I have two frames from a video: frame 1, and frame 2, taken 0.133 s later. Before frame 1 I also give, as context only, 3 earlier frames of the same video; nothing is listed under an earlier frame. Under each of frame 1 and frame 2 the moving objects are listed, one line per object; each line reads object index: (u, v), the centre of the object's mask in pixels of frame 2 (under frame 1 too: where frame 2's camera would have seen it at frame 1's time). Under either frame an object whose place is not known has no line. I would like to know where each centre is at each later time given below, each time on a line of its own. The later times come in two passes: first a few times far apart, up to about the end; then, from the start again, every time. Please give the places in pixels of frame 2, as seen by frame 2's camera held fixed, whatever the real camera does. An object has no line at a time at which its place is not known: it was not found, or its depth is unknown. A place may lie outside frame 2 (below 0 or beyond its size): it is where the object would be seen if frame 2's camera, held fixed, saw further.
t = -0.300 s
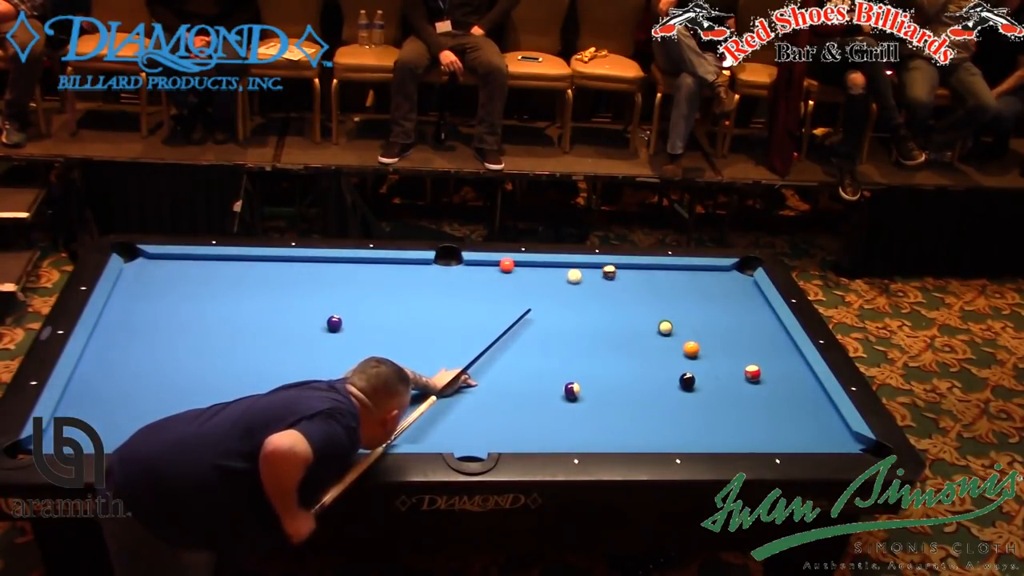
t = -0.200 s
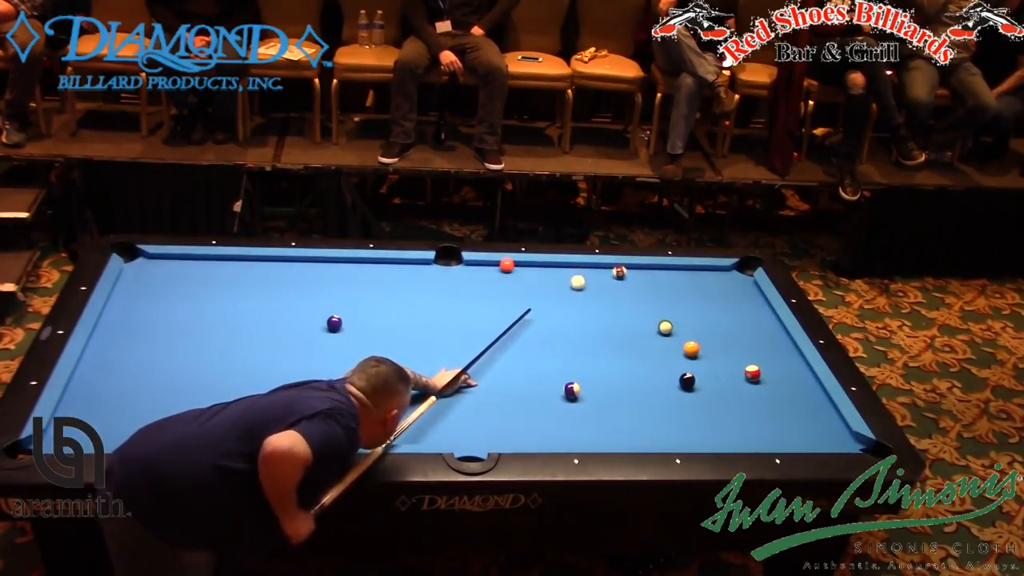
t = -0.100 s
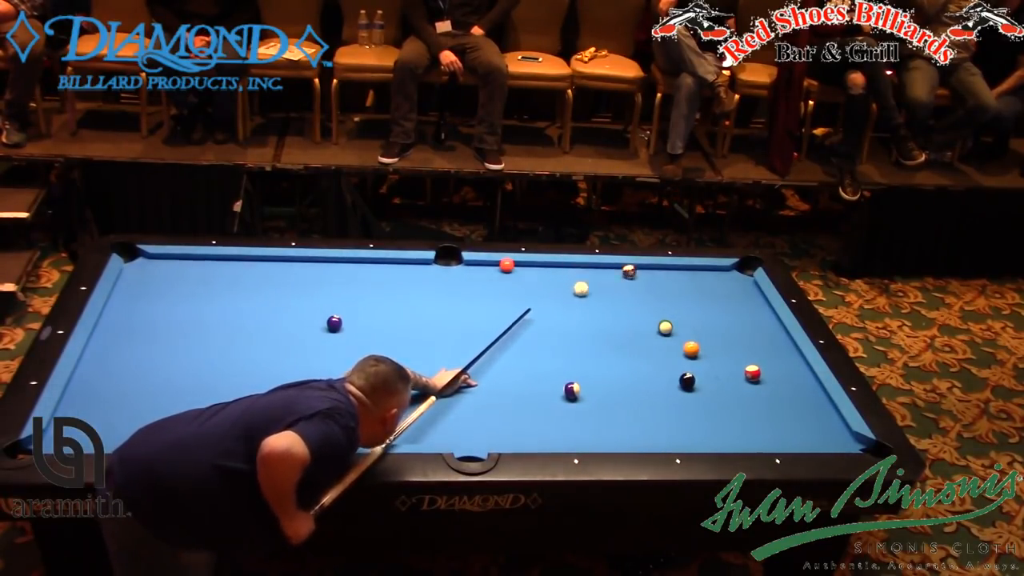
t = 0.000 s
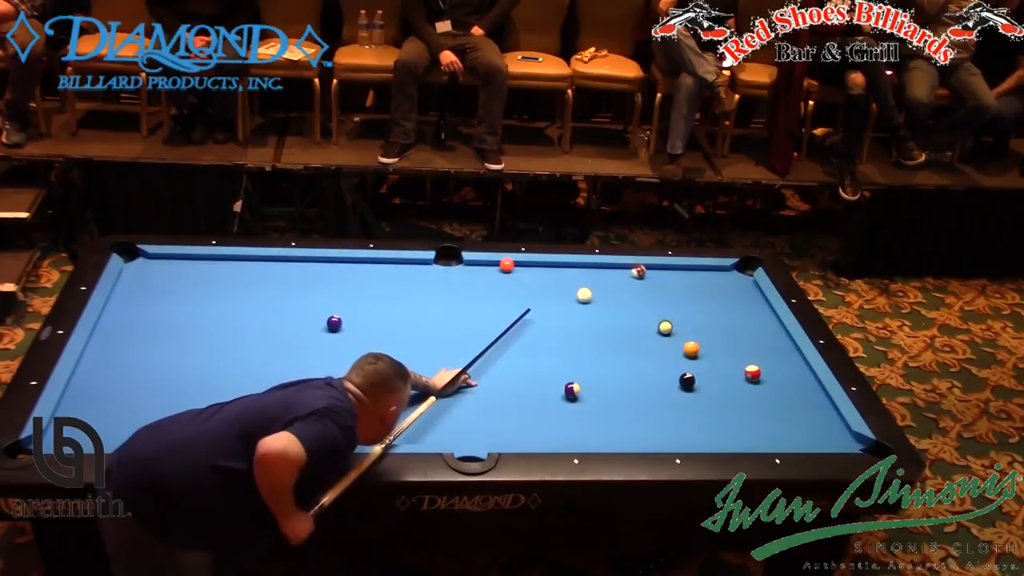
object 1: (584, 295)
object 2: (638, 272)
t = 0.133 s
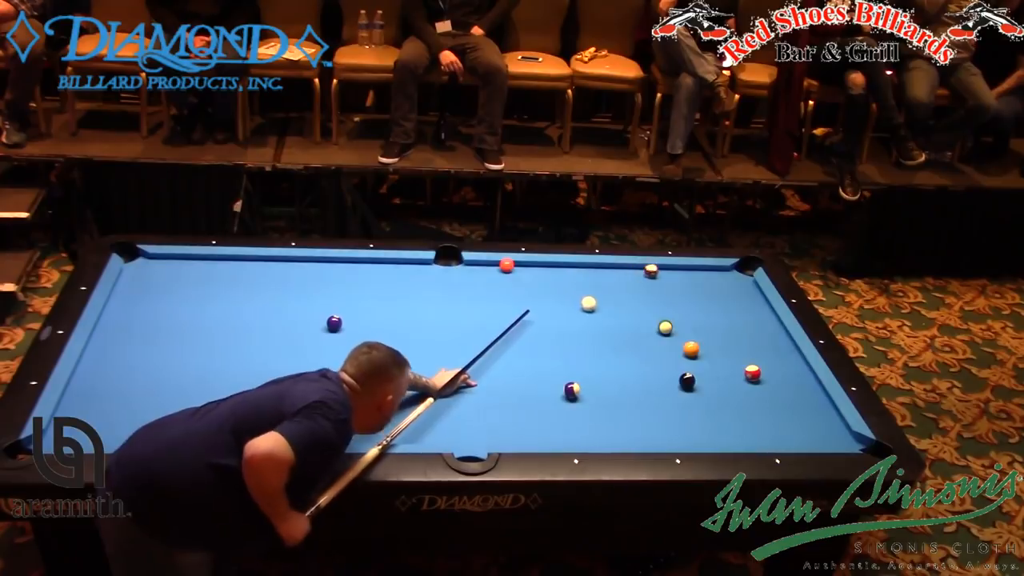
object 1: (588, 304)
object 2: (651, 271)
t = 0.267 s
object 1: (593, 313)
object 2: (662, 271)
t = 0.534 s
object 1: (602, 330)
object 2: (685, 270)
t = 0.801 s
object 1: (611, 348)
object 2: (706, 270)
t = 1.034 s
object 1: (619, 363)
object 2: (724, 271)
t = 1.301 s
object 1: (629, 382)
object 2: (744, 272)
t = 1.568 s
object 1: (638, 400)
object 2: (746, 270)
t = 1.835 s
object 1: (647, 418)
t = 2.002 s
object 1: (653, 429)
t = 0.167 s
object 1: (590, 306)
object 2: (654, 271)
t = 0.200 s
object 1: (591, 308)
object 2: (658, 271)
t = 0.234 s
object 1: (592, 310)
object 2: (660, 271)
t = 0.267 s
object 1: (593, 313)
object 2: (662, 271)
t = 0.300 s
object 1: (594, 315)
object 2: (665, 271)
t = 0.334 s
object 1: (595, 317)
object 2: (668, 271)
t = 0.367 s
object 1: (596, 319)
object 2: (671, 270)
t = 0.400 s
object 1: (597, 322)
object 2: (675, 270)
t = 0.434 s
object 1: (599, 323)
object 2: (677, 270)
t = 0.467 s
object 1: (600, 326)
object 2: (680, 270)
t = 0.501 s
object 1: (601, 328)
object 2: (683, 270)
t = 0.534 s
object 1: (602, 330)
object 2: (685, 270)
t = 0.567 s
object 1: (603, 332)
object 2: (688, 270)
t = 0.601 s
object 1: (604, 335)
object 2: (691, 270)
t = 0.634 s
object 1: (605, 337)
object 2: (694, 270)
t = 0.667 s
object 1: (607, 339)
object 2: (697, 270)
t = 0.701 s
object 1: (608, 341)
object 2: (699, 270)
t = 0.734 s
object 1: (609, 344)
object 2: (702, 270)
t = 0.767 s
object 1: (610, 346)
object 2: (704, 270)
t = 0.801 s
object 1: (611, 348)
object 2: (706, 270)
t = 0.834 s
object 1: (612, 350)
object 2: (709, 269)
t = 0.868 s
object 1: (613, 352)
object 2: (712, 269)
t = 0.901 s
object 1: (614, 355)
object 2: (715, 270)
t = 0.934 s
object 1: (616, 357)
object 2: (718, 270)
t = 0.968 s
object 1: (617, 359)
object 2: (720, 270)
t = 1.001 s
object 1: (618, 361)
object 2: (722, 270)
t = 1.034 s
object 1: (619, 363)
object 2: (724, 271)
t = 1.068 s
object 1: (620, 366)
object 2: (727, 271)
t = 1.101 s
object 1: (622, 368)
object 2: (729, 270)
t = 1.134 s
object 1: (623, 370)
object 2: (731, 271)
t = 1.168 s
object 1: (624, 373)
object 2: (734, 271)
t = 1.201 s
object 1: (625, 375)
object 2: (737, 271)
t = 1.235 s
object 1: (626, 377)
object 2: (739, 272)
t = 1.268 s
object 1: (627, 379)
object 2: (741, 271)
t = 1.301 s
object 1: (629, 382)
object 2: (744, 272)
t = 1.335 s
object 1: (630, 384)
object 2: (746, 272)
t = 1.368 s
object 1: (631, 386)
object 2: (747, 272)
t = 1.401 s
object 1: (632, 388)
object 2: (748, 271)
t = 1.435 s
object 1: (633, 391)
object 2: (747, 271)
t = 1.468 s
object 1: (634, 393)
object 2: (747, 270)
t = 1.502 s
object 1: (636, 395)
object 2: (747, 270)
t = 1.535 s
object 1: (637, 397)
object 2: (747, 270)
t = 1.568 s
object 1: (638, 400)
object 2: (746, 270)
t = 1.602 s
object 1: (639, 402)
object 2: (746, 269)
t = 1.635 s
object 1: (641, 404)
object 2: (746, 269)
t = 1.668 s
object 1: (642, 406)
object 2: (745, 268)
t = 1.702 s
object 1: (643, 409)
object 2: (745, 267)
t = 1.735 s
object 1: (644, 411)
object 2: (745, 266)
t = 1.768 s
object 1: (645, 413)
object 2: (746, 266)
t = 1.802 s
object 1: (646, 415)
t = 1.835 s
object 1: (647, 418)
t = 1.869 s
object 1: (649, 420)
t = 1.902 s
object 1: (650, 422)
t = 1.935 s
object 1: (651, 424)
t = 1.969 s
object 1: (652, 426)
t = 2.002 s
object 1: (653, 429)
